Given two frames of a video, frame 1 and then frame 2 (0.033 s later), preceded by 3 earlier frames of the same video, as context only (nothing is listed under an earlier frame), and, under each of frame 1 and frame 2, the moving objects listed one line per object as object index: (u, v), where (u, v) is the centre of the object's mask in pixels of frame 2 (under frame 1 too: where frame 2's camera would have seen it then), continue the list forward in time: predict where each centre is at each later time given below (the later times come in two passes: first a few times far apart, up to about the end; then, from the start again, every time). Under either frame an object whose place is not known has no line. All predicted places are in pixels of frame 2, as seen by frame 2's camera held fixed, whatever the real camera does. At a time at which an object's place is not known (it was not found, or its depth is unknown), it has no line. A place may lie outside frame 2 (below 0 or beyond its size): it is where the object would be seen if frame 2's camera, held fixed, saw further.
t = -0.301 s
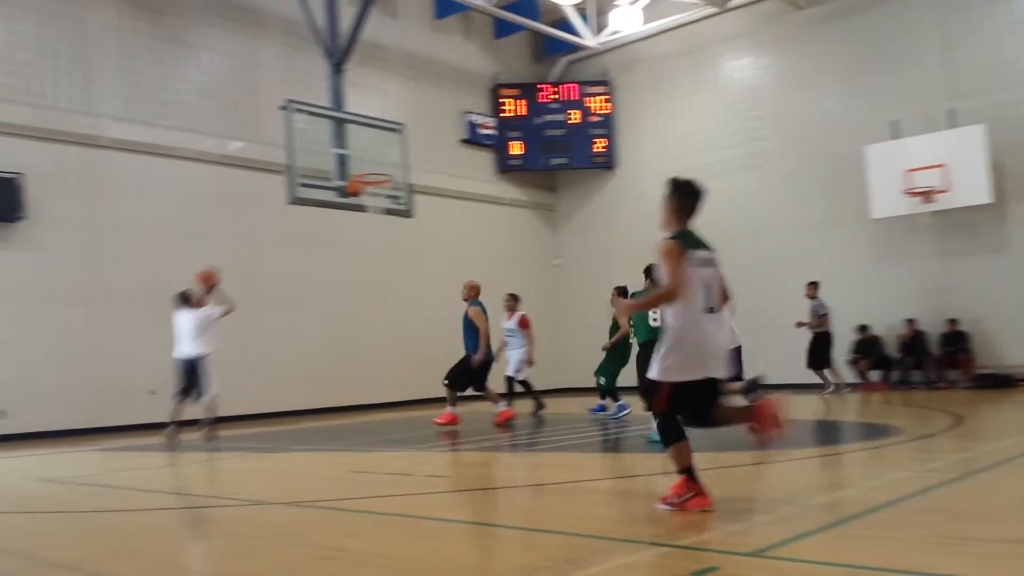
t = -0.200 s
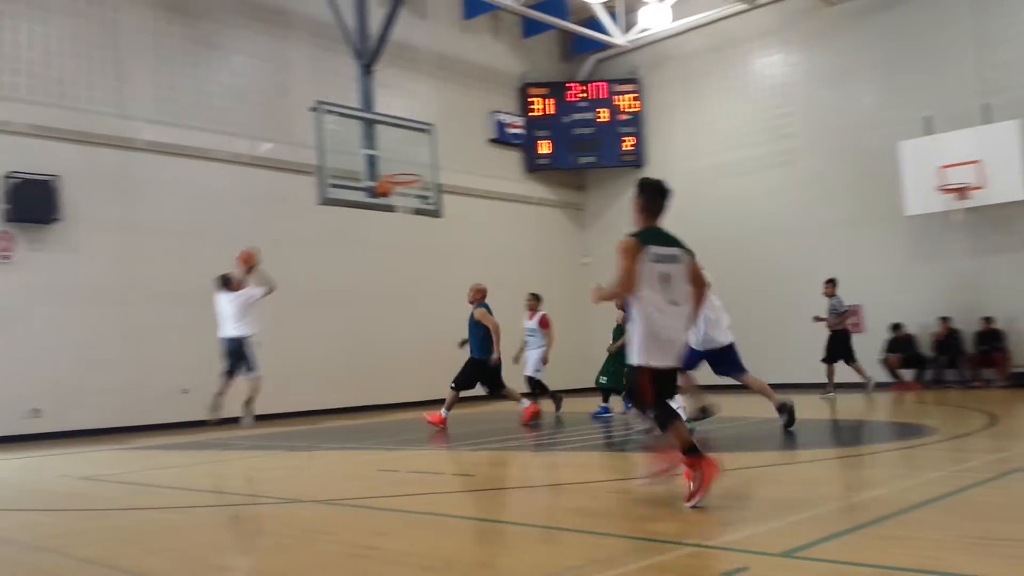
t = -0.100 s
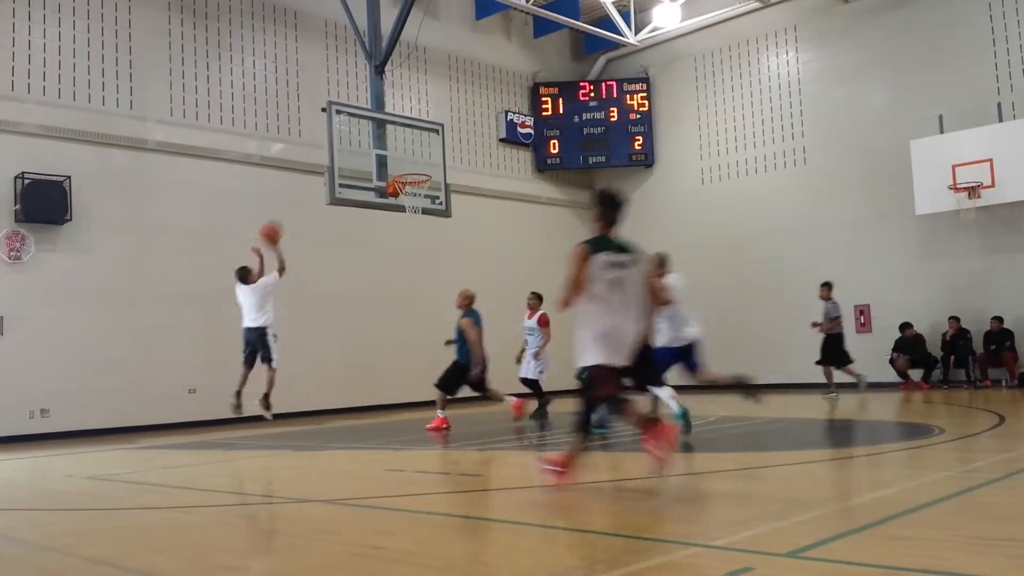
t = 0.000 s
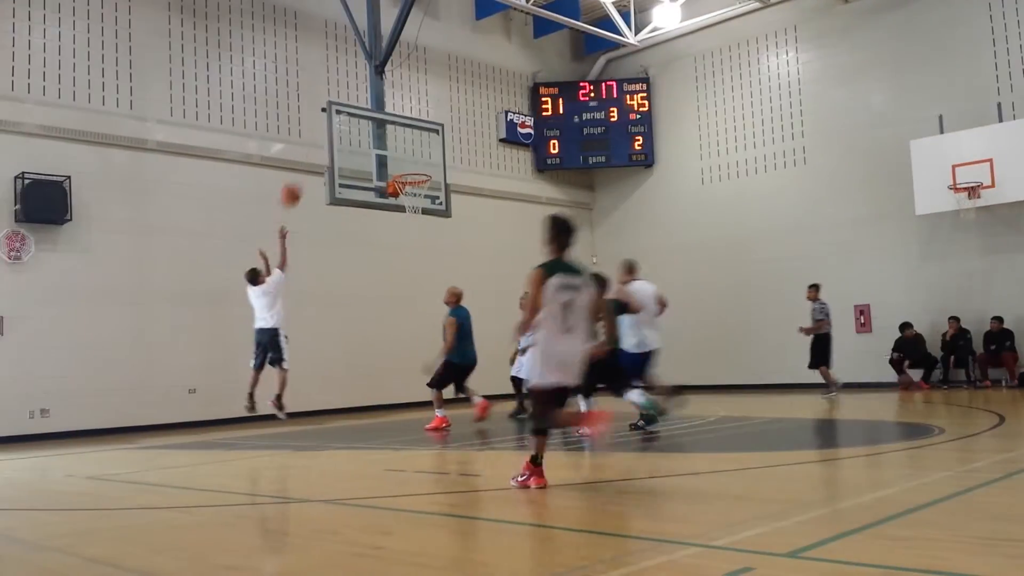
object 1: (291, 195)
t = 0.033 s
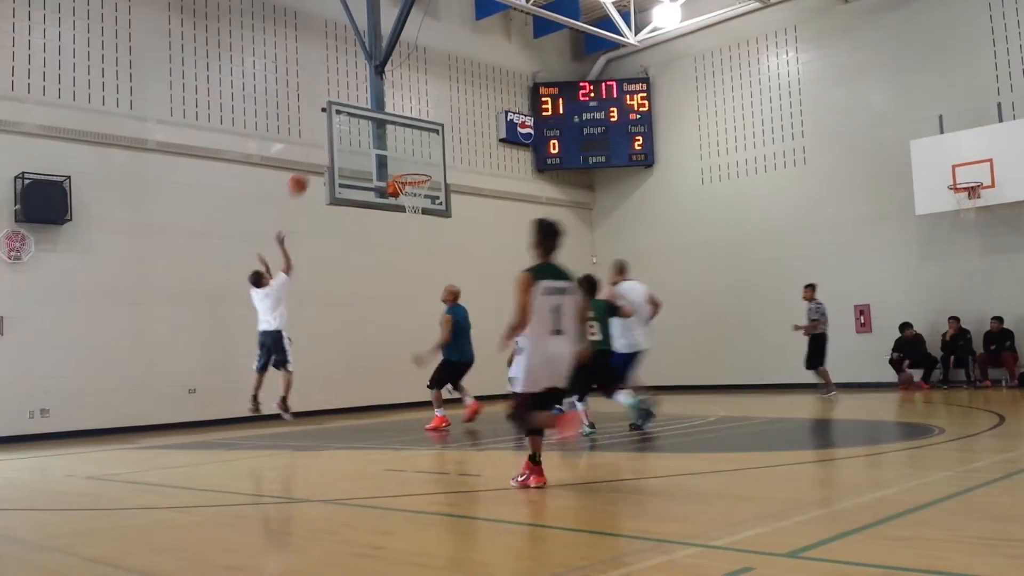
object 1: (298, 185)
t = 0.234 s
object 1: (338, 139)
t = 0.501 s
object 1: (387, 133)
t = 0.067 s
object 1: (305, 174)
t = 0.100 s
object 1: (311, 165)
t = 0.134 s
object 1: (317, 157)
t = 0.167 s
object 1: (324, 149)
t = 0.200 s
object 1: (331, 144)
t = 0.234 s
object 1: (338, 139)
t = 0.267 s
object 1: (344, 135)
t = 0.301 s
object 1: (350, 133)
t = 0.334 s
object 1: (356, 131)
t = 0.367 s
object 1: (363, 128)
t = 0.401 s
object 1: (370, 128)
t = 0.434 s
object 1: (376, 129)
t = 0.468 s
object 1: (382, 130)
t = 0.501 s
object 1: (387, 133)
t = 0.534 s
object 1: (393, 136)
